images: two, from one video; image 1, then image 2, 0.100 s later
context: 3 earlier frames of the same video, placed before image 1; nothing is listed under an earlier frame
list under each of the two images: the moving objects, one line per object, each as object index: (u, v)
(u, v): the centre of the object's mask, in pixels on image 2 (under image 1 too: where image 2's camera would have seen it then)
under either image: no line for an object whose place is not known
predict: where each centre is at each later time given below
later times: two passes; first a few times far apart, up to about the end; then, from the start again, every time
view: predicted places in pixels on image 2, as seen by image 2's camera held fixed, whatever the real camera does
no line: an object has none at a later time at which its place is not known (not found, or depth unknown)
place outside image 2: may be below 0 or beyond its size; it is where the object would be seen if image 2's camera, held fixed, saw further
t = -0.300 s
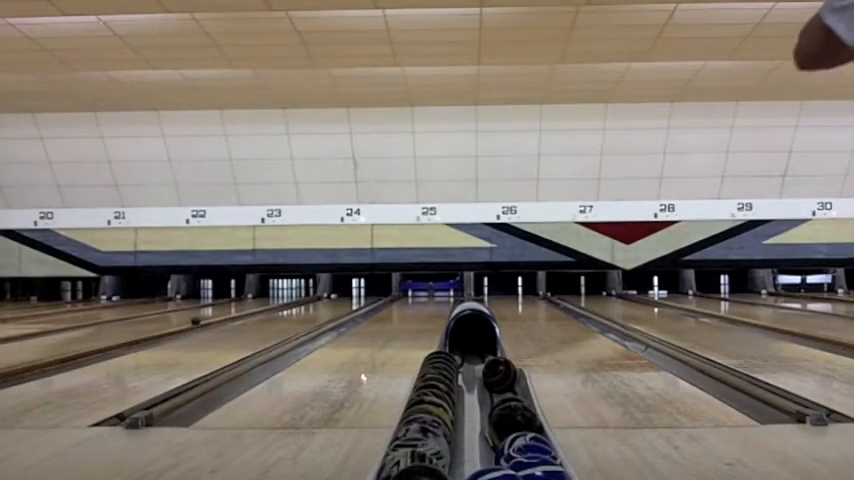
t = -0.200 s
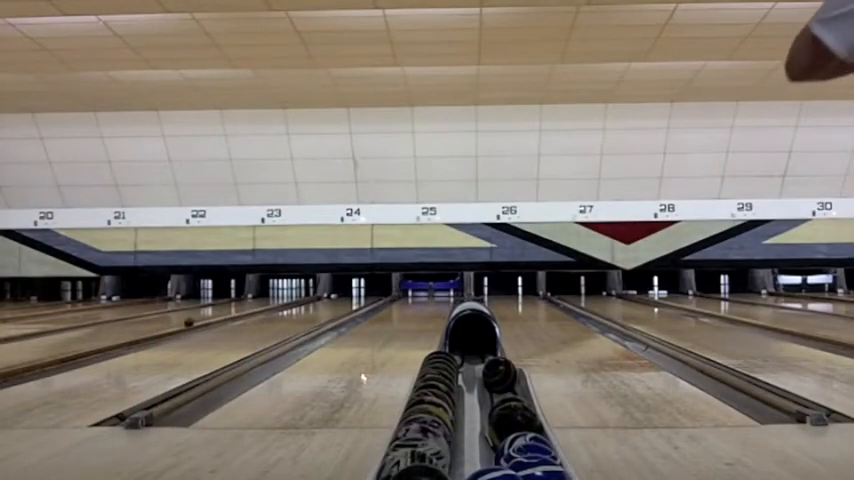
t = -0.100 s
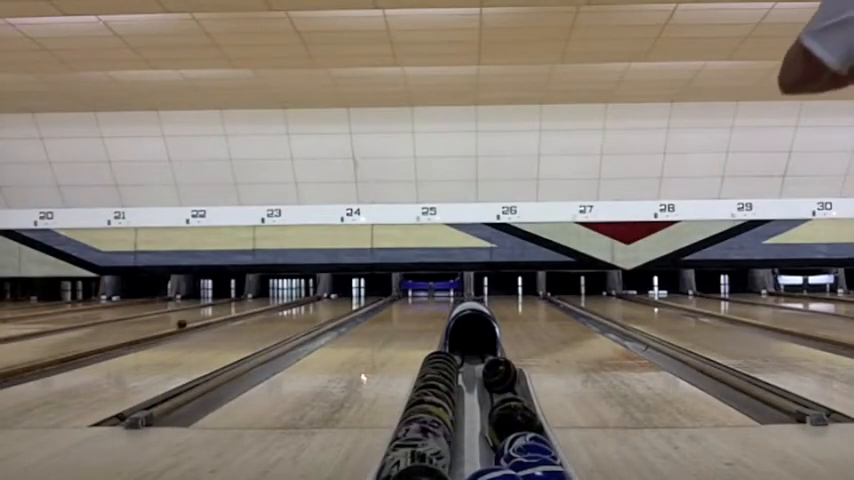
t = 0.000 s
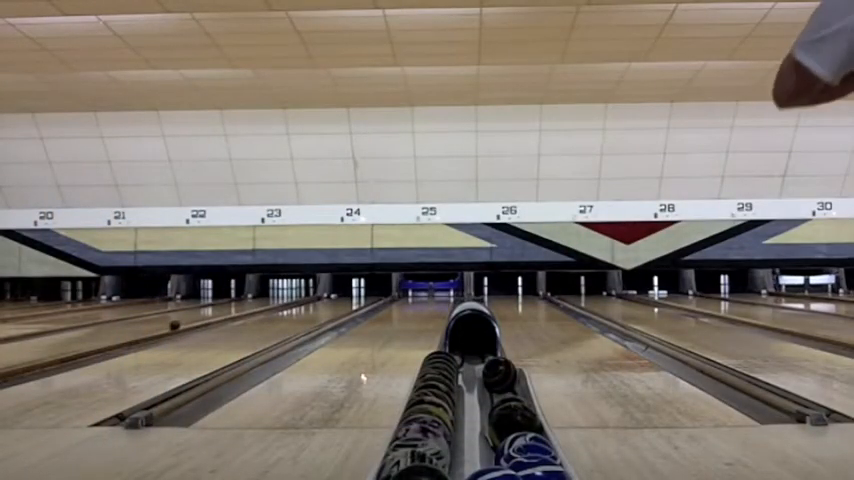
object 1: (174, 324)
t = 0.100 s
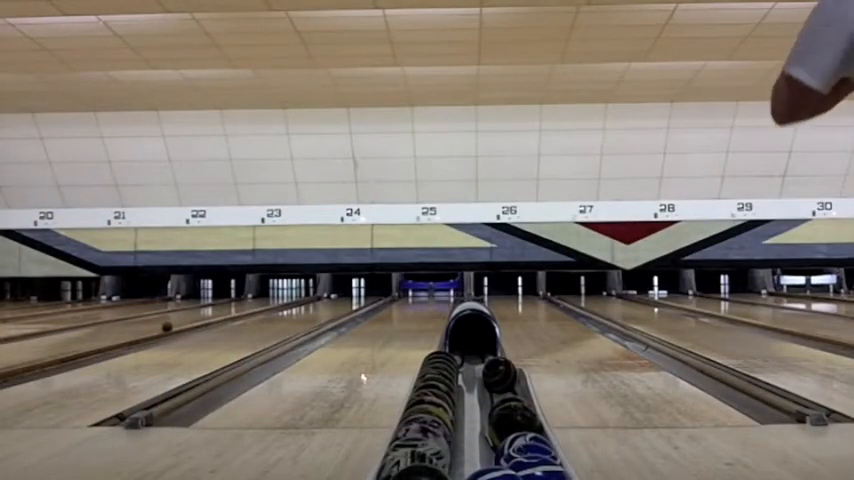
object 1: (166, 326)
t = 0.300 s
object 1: (150, 329)
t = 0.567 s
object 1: (125, 335)
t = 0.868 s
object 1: (94, 342)
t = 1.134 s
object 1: (61, 349)
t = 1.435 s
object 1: (17, 360)
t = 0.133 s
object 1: (163, 327)
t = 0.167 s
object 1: (161, 327)
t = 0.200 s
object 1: (158, 328)
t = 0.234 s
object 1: (155, 328)
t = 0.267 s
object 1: (153, 329)
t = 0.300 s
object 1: (150, 329)
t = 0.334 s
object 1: (147, 330)
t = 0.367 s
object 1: (144, 331)
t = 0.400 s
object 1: (141, 331)
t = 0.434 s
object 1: (138, 332)
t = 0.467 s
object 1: (135, 332)
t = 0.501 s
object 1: (132, 333)
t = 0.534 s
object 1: (129, 334)
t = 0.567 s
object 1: (125, 335)
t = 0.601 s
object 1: (122, 335)
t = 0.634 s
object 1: (119, 336)
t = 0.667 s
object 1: (116, 337)
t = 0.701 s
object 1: (112, 338)
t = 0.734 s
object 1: (109, 339)
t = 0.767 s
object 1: (105, 339)
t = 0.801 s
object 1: (101, 340)
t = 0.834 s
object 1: (97, 341)
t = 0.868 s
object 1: (94, 342)
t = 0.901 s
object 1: (90, 343)
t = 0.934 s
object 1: (86, 344)
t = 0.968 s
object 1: (82, 345)
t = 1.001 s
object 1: (78, 346)
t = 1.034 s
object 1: (74, 346)
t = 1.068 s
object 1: (70, 347)
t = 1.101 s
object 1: (65, 348)
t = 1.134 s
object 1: (61, 349)
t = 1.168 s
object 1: (57, 351)
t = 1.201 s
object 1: (52, 352)
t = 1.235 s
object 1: (47, 353)
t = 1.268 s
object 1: (42, 354)
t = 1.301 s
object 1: (38, 355)
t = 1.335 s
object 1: (33, 357)
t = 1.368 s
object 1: (28, 357)
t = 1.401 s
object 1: (22, 359)
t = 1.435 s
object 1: (17, 360)
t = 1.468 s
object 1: (12, 361)
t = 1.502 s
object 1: (7, 362)
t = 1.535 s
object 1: (5, 363)
